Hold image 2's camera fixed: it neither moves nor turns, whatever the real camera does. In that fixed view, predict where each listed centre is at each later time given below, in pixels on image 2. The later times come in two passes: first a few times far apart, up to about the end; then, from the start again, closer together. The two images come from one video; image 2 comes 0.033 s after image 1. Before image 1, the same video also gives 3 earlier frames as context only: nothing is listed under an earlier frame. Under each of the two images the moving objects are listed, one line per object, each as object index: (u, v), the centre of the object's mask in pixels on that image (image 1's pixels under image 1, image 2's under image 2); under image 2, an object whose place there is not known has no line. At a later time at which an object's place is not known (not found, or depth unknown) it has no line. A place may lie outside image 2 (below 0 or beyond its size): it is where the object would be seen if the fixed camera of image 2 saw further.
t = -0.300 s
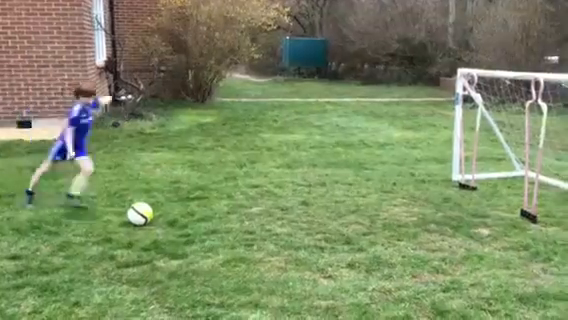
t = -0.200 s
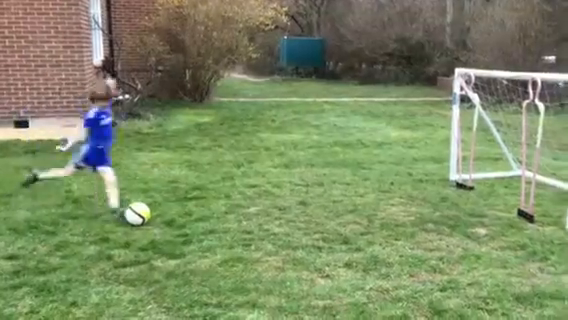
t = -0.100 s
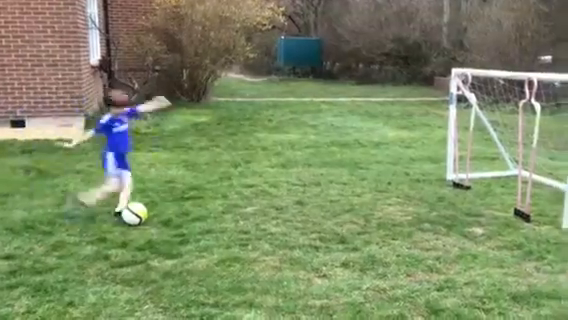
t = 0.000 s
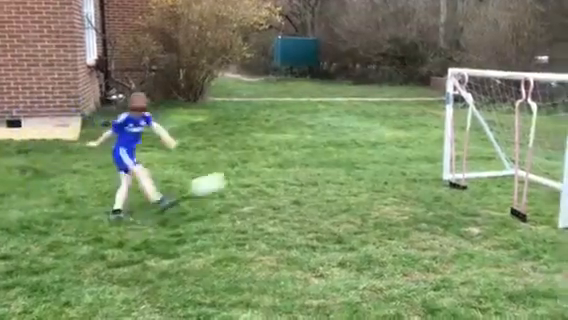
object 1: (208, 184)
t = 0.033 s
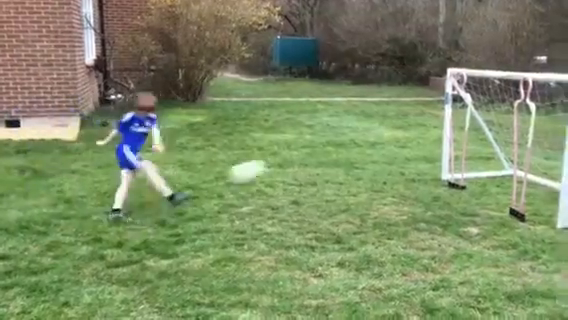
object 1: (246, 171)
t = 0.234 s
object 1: (453, 122)
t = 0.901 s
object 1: (553, 180)
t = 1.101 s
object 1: (550, 192)
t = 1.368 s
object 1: (547, 200)
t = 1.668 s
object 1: (545, 208)
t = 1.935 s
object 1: (543, 212)
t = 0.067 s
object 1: (287, 158)
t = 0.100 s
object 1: (321, 148)
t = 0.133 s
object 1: (357, 140)
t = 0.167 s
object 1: (390, 132)
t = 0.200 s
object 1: (422, 126)
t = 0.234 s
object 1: (453, 122)
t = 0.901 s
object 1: (553, 180)
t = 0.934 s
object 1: (551, 185)
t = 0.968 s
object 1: (550, 193)
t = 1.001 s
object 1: (551, 194)
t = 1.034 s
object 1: (550, 193)
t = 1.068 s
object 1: (550, 192)
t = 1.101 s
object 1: (550, 192)
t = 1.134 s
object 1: (549, 192)
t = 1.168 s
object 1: (549, 192)
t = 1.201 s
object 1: (549, 193)
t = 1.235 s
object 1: (548, 197)
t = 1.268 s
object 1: (546, 201)
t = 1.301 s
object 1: (546, 201)
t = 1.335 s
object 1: (546, 201)
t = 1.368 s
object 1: (547, 200)
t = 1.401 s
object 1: (547, 201)
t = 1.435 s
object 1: (546, 202)
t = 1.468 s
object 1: (546, 204)
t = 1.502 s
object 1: (545, 205)
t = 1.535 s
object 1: (546, 205)
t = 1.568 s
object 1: (546, 206)
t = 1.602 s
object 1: (546, 207)
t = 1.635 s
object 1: (546, 207)
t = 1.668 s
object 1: (545, 208)
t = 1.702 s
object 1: (545, 208)
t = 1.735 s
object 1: (545, 209)
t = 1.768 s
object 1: (545, 209)
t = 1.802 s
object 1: (545, 209)
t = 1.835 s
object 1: (544, 210)
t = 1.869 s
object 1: (544, 211)
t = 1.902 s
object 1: (543, 211)
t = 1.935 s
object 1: (543, 212)
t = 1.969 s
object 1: (542, 212)
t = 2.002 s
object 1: (541, 212)
